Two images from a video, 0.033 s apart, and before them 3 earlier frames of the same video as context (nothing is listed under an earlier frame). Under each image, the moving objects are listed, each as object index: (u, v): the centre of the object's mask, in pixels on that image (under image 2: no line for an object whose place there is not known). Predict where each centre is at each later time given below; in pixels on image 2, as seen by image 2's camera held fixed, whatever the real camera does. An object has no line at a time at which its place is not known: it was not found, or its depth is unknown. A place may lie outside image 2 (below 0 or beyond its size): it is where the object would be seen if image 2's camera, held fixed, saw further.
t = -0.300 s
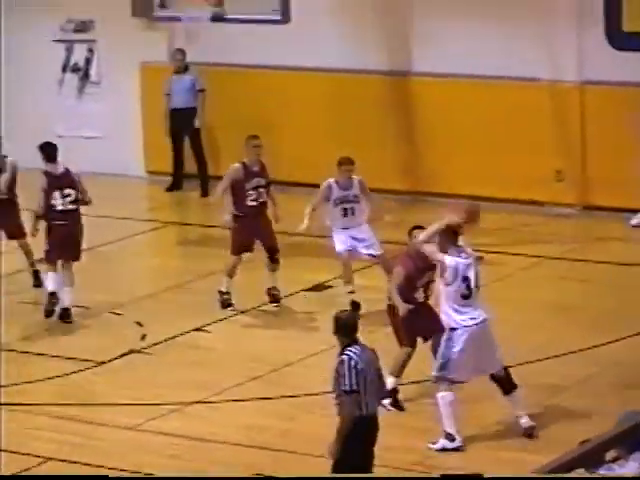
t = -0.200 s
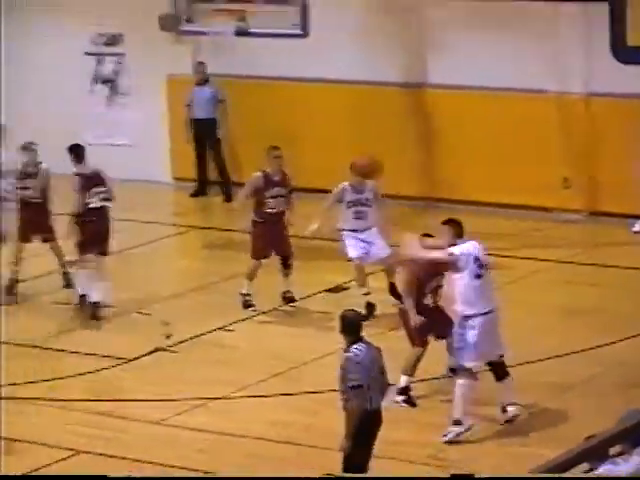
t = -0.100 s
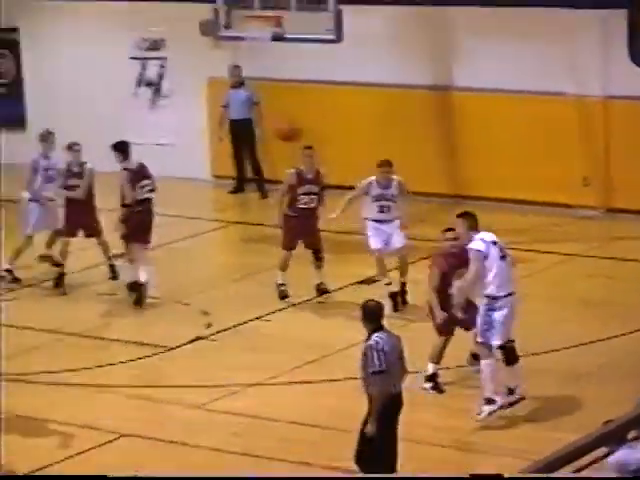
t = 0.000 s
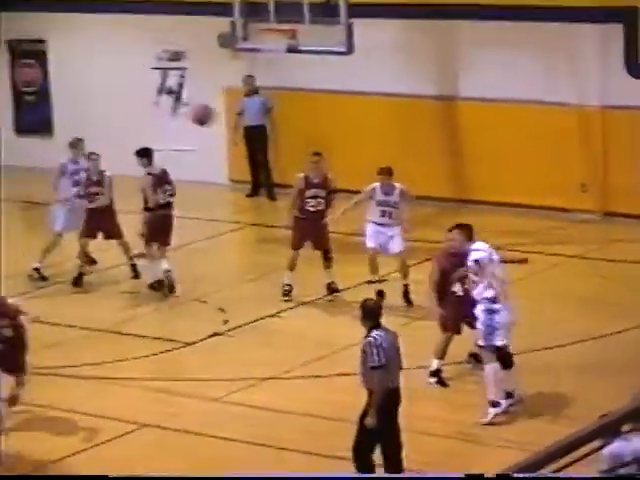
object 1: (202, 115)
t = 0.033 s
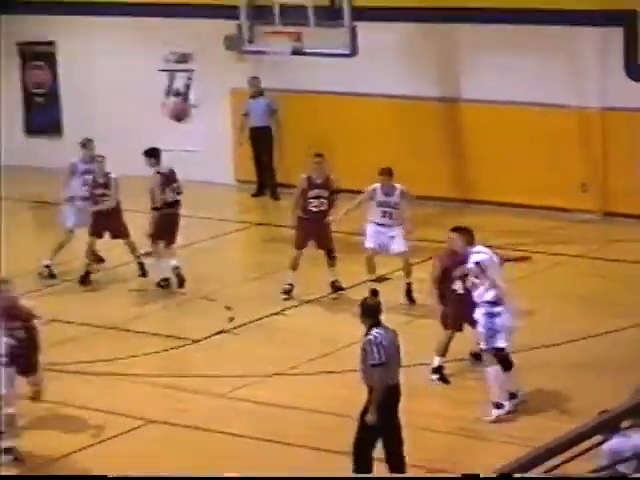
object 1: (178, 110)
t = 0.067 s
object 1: (150, 108)
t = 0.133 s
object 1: (95, 104)
